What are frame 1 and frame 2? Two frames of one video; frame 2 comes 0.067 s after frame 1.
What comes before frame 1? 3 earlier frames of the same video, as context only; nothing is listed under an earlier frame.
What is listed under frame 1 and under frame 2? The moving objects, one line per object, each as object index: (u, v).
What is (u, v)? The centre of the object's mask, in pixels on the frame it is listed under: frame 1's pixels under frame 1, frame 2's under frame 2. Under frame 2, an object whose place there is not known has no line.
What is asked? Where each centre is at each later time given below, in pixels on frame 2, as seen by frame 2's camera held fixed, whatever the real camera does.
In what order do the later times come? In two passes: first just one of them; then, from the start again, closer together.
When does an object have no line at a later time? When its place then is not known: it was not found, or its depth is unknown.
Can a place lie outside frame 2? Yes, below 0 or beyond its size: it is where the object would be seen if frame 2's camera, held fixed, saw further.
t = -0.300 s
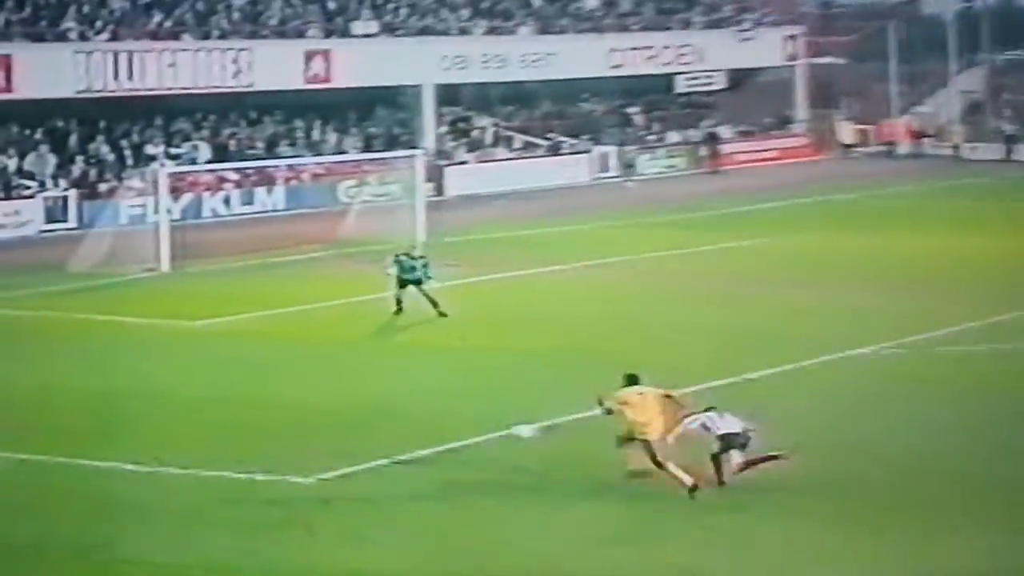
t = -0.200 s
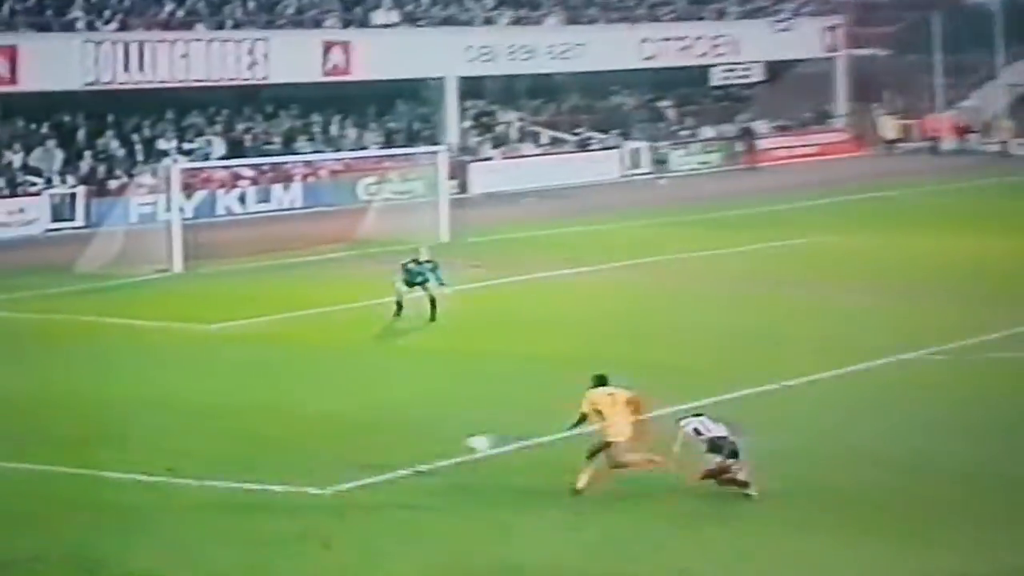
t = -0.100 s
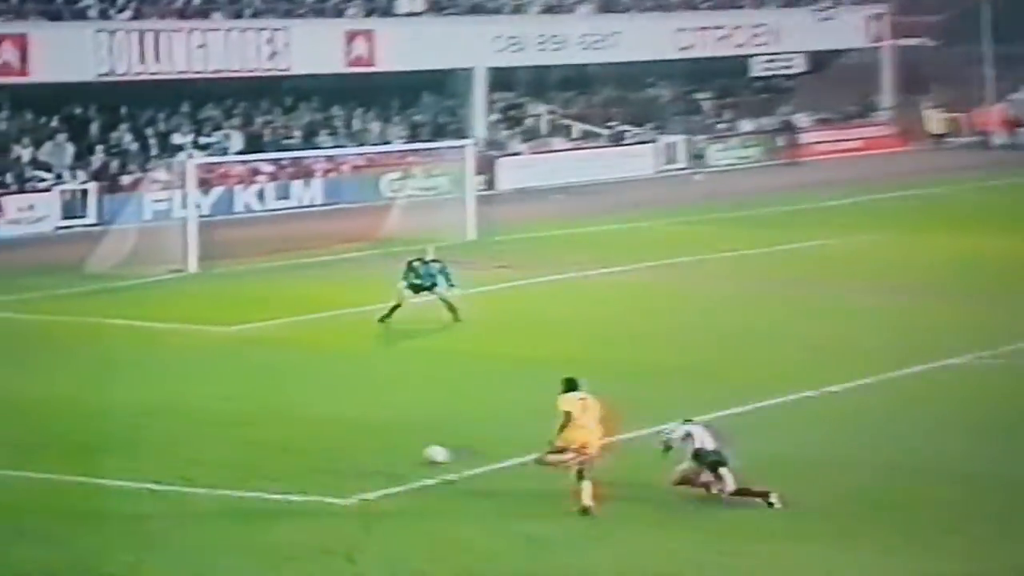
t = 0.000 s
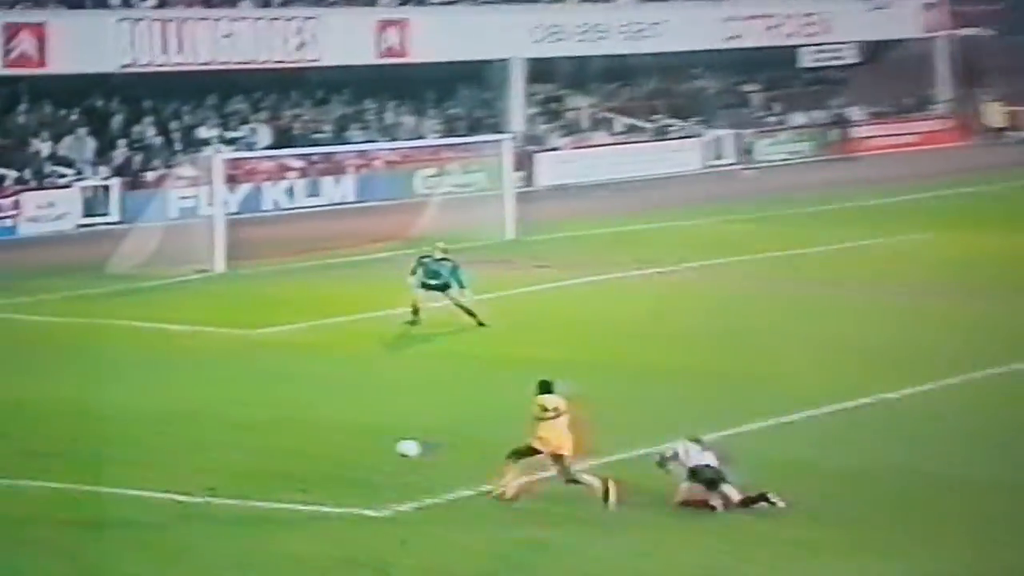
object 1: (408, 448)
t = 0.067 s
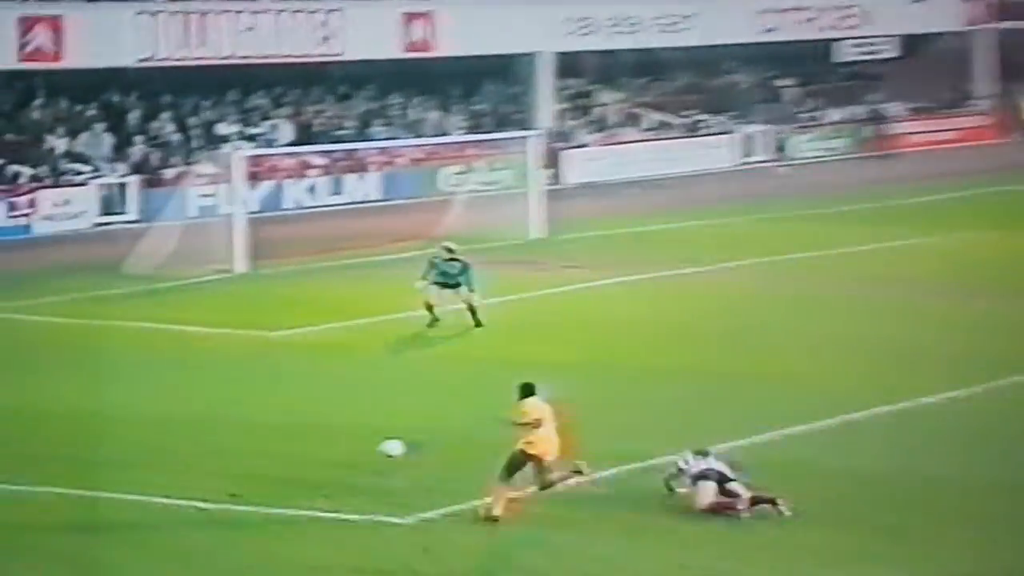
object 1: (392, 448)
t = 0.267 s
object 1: (272, 440)
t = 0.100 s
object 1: (372, 445)
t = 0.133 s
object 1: (350, 445)
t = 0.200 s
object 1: (310, 446)
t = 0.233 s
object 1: (290, 444)
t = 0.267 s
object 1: (272, 440)
